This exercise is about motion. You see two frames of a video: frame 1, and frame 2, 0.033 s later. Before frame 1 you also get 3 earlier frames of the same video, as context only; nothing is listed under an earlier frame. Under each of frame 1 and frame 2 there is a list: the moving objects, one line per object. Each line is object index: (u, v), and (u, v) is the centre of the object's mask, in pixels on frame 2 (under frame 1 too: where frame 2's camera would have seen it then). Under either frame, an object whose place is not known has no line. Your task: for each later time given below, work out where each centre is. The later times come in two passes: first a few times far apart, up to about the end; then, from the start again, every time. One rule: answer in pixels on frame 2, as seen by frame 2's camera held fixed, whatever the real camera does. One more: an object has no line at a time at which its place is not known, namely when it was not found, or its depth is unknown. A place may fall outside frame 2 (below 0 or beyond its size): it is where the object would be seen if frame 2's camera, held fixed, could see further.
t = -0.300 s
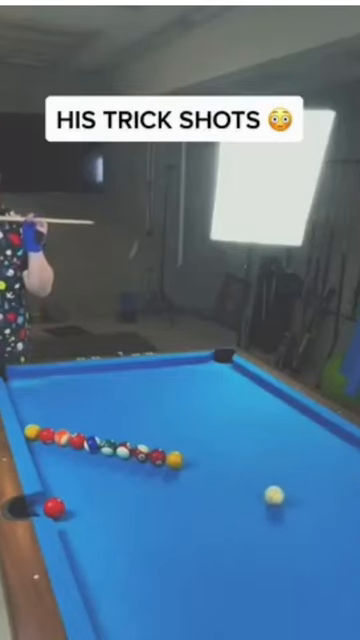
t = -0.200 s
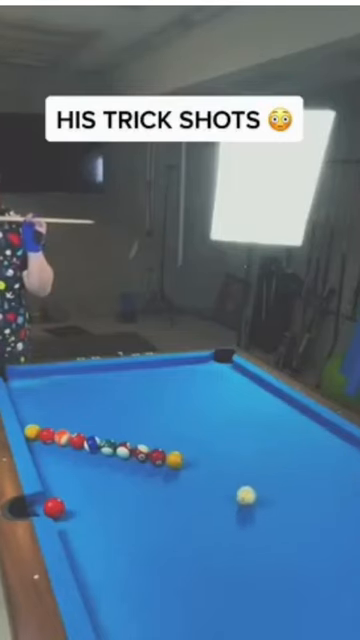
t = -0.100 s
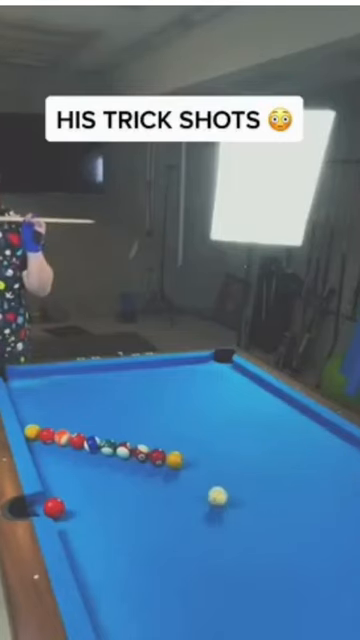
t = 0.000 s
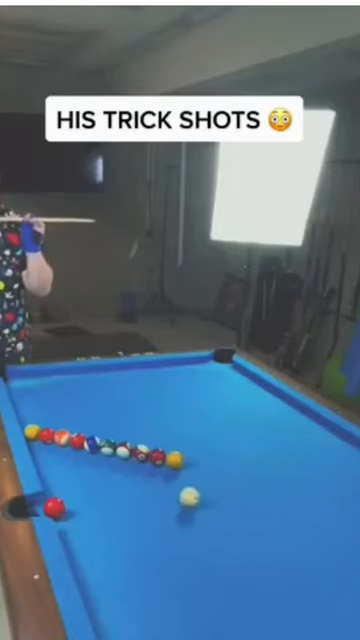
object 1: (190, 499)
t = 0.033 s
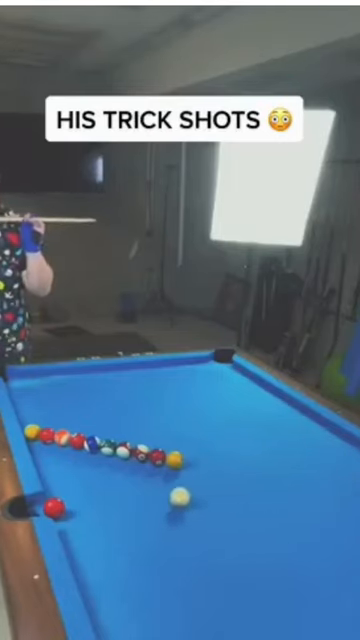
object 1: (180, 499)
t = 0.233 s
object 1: (124, 499)
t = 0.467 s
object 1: (65, 497)
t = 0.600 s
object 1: (56, 490)
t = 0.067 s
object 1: (171, 499)
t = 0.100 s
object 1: (161, 499)
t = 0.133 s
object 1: (152, 499)
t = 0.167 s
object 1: (143, 499)
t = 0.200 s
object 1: (133, 499)
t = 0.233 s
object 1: (124, 499)
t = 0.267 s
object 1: (115, 500)
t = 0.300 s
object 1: (105, 500)
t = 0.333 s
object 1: (96, 499)
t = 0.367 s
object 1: (87, 500)
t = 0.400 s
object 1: (78, 500)
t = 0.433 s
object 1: (70, 499)
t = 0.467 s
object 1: (65, 497)
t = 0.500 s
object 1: (60, 495)
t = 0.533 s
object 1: (54, 494)
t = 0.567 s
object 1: (54, 492)
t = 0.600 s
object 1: (56, 490)
